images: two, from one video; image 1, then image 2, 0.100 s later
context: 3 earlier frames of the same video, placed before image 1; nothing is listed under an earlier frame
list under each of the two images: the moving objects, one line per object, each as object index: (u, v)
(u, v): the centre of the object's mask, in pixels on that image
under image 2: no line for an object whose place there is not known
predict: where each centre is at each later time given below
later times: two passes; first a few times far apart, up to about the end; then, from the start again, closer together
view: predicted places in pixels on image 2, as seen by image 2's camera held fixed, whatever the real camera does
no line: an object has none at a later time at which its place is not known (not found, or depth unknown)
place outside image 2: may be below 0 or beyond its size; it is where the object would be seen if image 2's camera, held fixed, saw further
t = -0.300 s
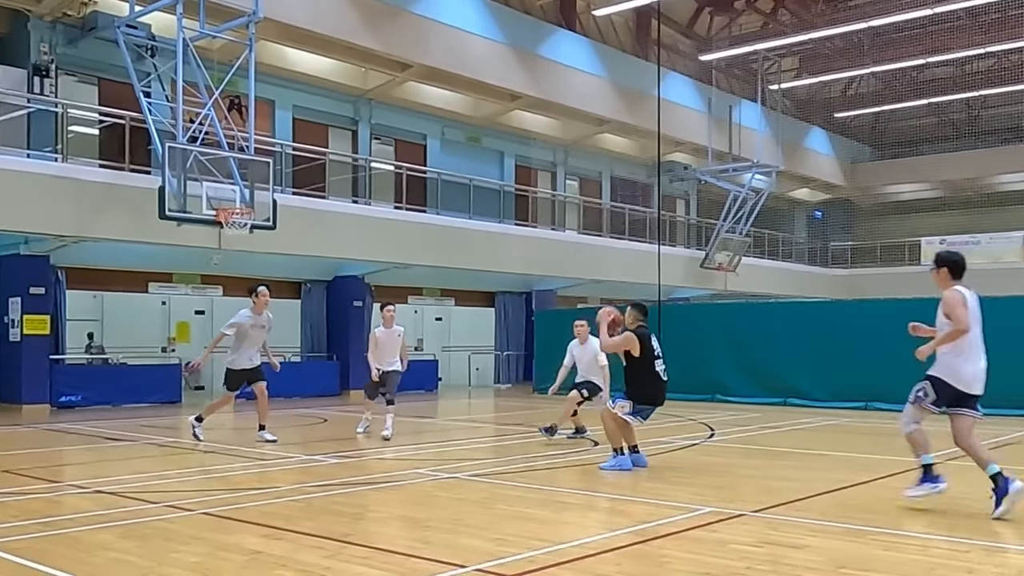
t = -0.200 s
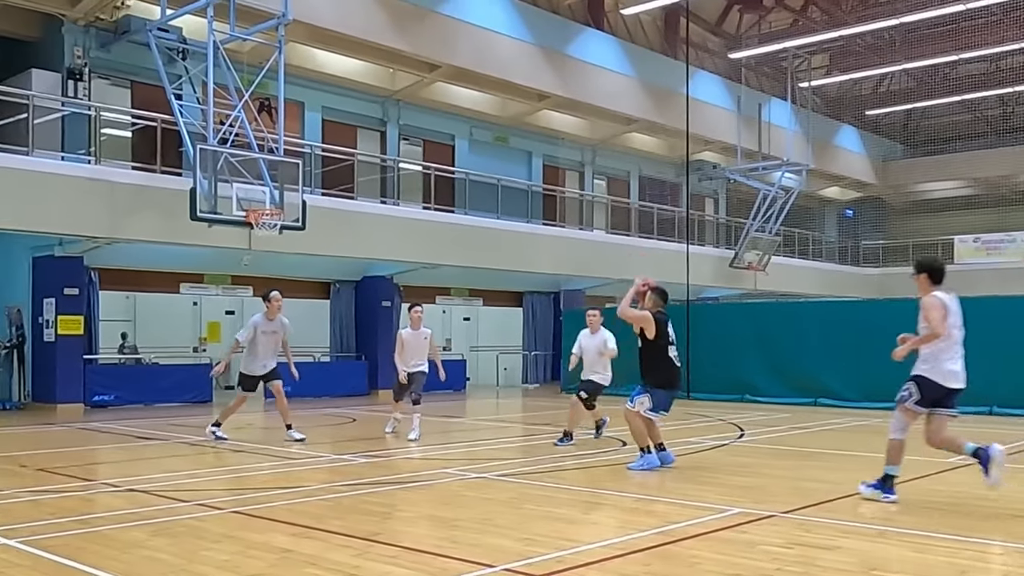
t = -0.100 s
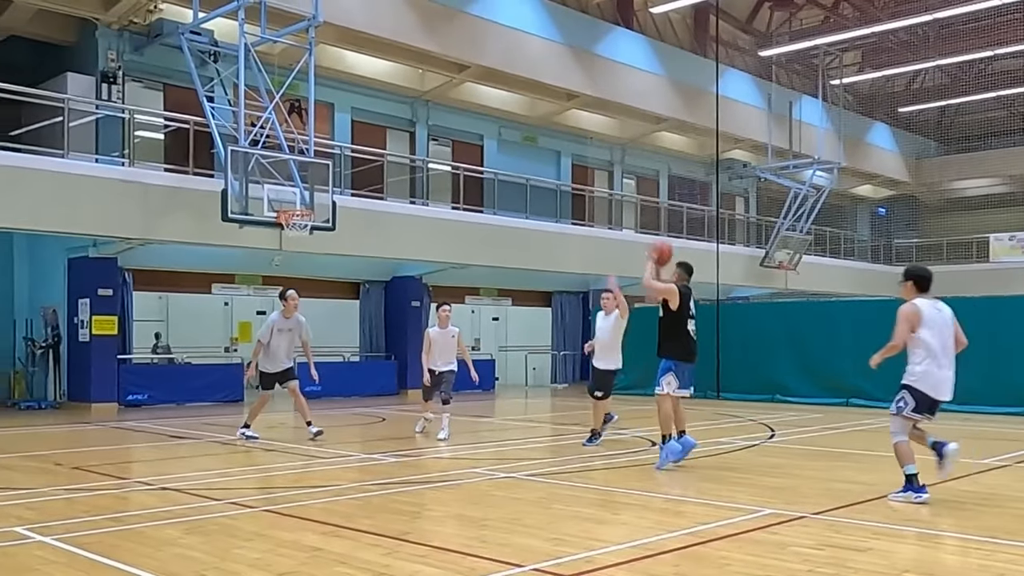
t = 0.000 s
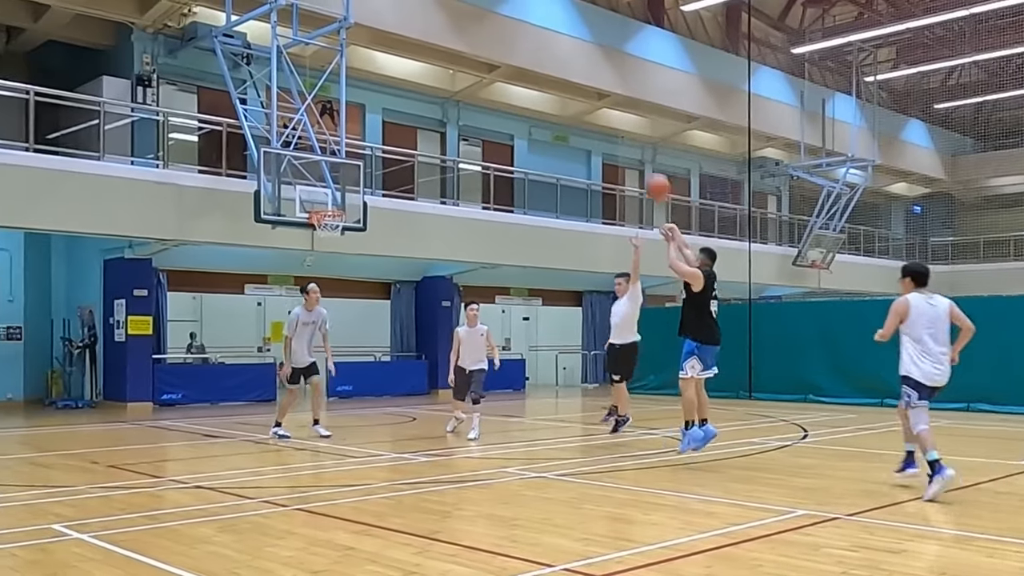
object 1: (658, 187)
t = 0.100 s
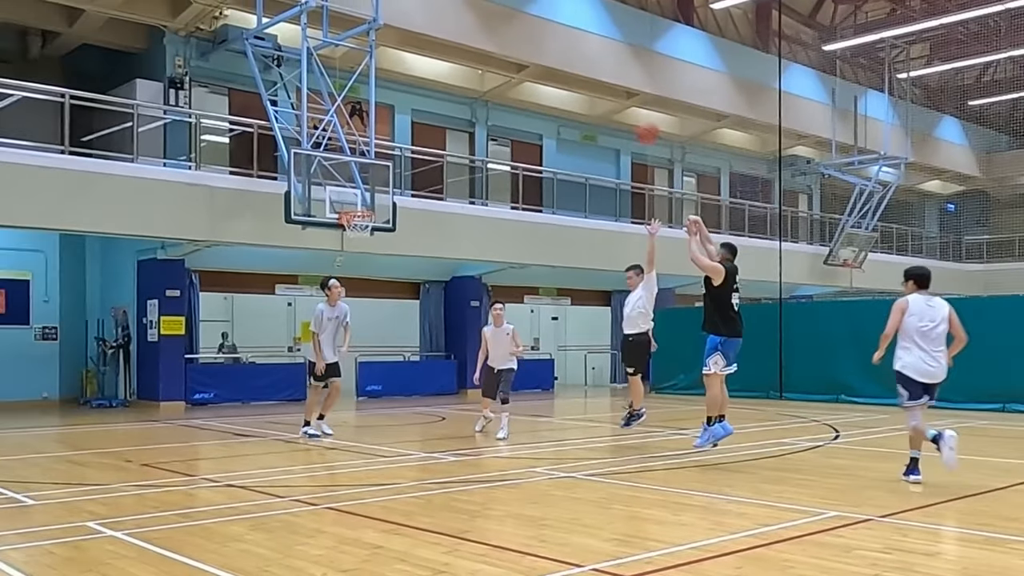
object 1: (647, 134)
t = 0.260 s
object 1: (592, 75)
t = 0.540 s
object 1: (511, 39)
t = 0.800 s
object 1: (450, 63)
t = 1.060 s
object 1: (399, 131)
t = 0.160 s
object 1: (625, 106)
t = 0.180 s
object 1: (619, 99)
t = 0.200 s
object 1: (611, 92)
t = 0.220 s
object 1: (604, 87)
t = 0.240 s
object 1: (597, 82)
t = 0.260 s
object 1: (592, 75)
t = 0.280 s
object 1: (585, 70)
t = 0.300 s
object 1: (579, 65)
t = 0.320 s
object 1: (572, 60)
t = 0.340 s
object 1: (567, 56)
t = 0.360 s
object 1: (561, 53)
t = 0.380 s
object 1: (555, 50)
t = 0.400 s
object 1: (549, 47)
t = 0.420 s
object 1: (543, 45)
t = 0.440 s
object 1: (538, 43)
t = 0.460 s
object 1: (532, 41)
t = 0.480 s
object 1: (527, 40)
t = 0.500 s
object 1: (521, 39)
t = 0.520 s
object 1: (516, 39)
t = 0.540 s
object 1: (511, 39)
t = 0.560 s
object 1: (506, 39)
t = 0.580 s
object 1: (501, 39)
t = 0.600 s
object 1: (496, 40)
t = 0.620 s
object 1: (491, 42)
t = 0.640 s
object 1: (486, 42)
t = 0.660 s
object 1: (481, 44)
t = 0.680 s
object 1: (477, 46)
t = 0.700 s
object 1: (472, 48)
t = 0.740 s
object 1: (463, 53)
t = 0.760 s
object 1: (459, 56)
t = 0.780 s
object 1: (454, 60)
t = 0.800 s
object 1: (450, 63)
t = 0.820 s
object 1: (445, 67)
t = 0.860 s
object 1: (437, 76)
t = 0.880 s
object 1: (433, 80)
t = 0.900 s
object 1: (428, 86)
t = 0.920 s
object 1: (425, 89)
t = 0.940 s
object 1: (422, 95)
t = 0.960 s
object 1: (418, 100)
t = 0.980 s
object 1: (413, 107)
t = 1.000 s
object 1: (410, 112)
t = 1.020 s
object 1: (406, 118)
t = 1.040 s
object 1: (402, 125)
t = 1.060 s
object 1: (399, 131)
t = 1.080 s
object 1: (396, 137)
